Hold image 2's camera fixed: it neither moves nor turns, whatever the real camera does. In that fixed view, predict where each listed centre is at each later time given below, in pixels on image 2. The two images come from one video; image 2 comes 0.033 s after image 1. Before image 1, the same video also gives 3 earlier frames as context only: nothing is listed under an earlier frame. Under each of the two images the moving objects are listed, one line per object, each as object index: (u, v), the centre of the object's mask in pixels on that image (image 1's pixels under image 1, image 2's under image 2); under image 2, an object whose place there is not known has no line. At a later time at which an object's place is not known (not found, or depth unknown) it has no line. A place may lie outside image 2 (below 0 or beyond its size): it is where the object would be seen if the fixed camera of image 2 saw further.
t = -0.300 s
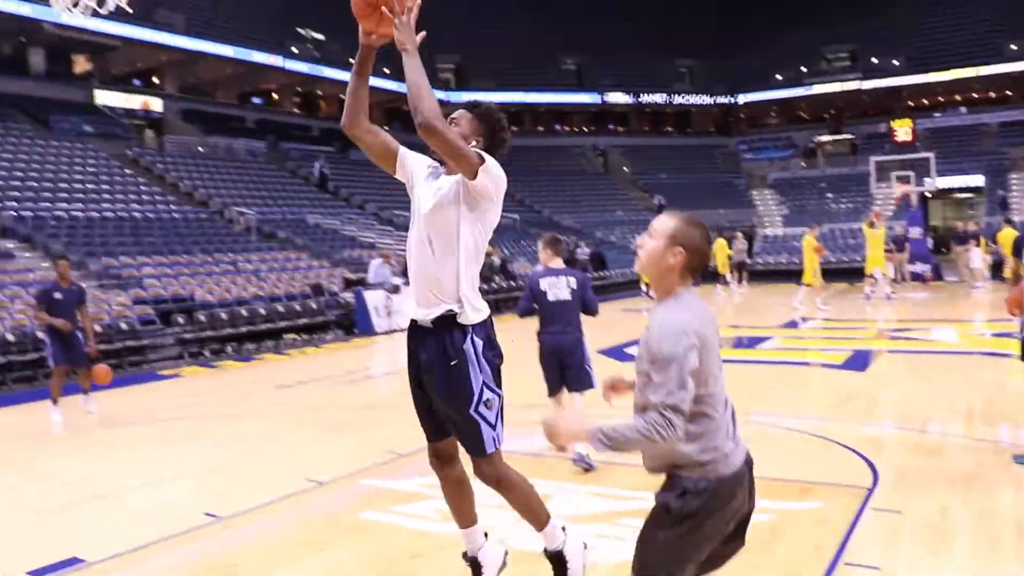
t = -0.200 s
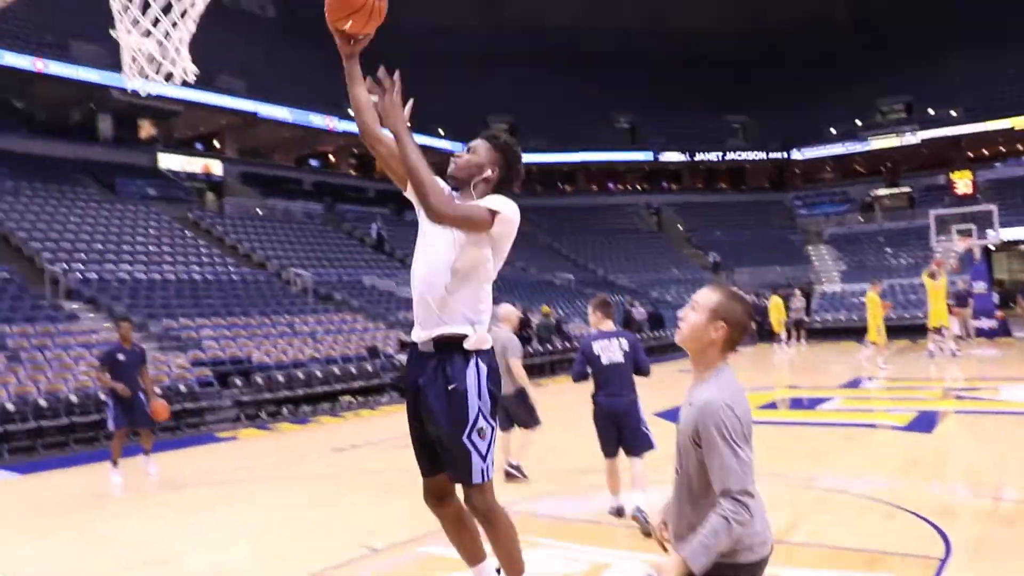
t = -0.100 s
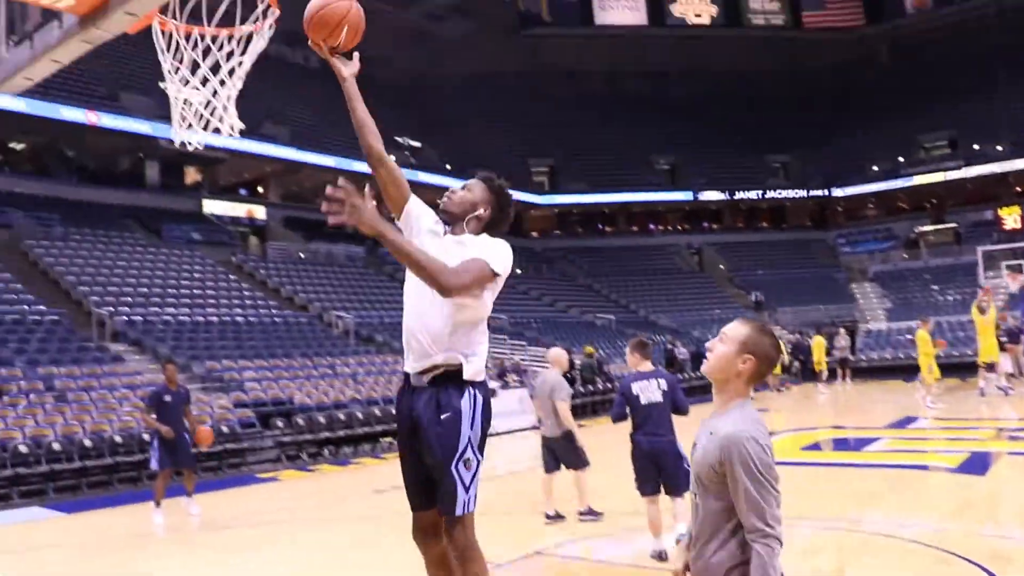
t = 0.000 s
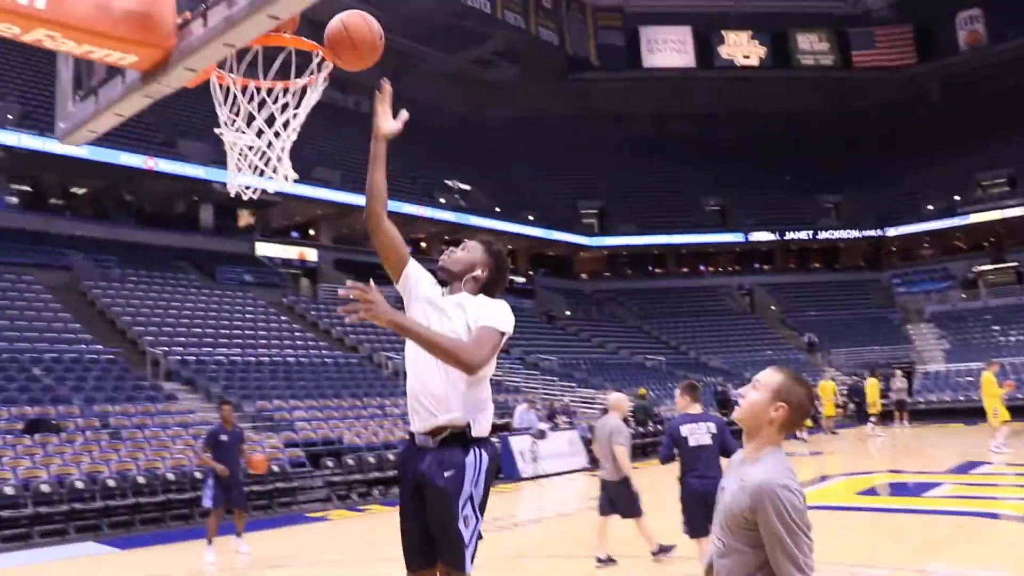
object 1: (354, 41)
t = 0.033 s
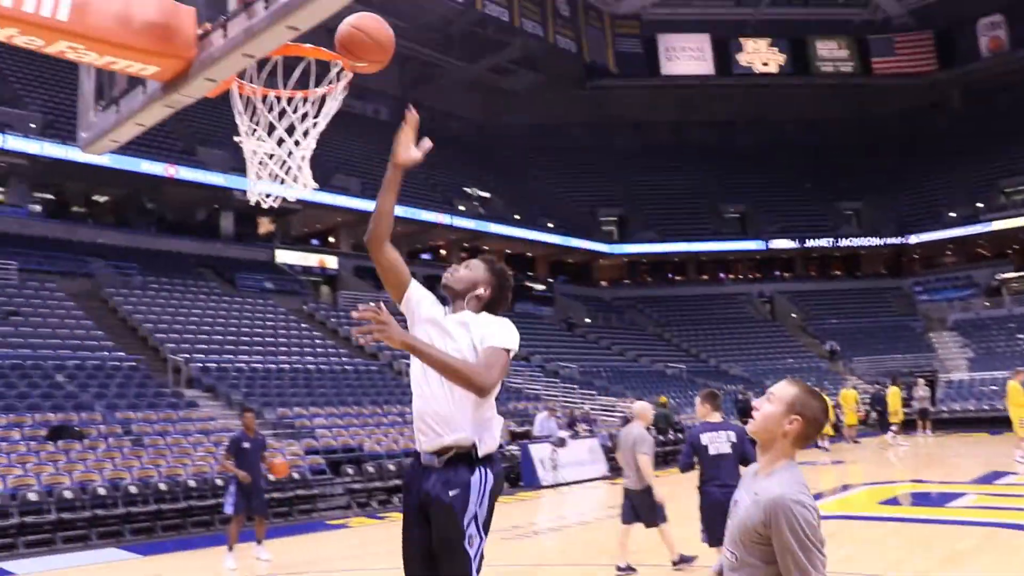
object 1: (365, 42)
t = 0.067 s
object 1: (355, 36)
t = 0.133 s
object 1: (340, 36)
